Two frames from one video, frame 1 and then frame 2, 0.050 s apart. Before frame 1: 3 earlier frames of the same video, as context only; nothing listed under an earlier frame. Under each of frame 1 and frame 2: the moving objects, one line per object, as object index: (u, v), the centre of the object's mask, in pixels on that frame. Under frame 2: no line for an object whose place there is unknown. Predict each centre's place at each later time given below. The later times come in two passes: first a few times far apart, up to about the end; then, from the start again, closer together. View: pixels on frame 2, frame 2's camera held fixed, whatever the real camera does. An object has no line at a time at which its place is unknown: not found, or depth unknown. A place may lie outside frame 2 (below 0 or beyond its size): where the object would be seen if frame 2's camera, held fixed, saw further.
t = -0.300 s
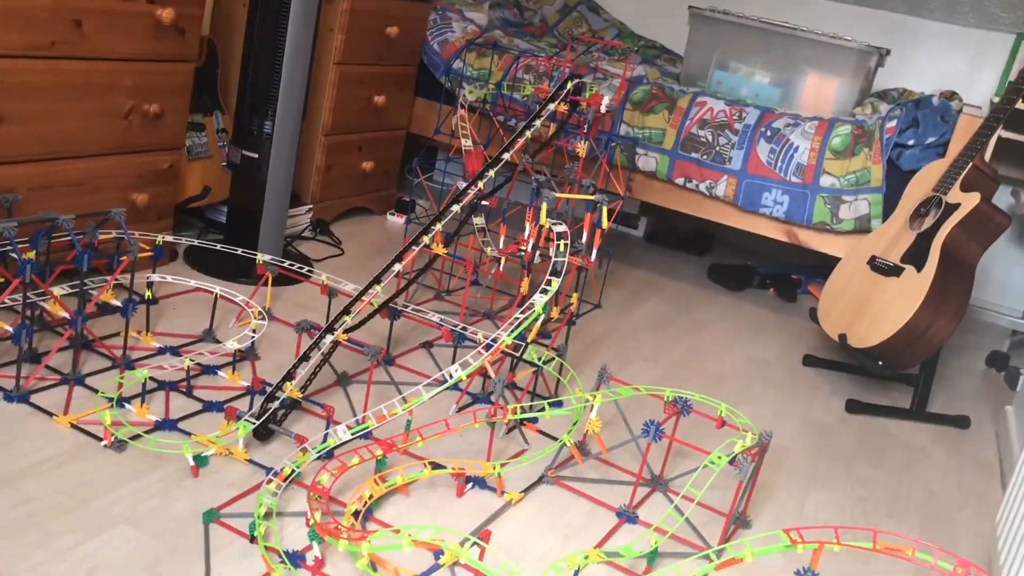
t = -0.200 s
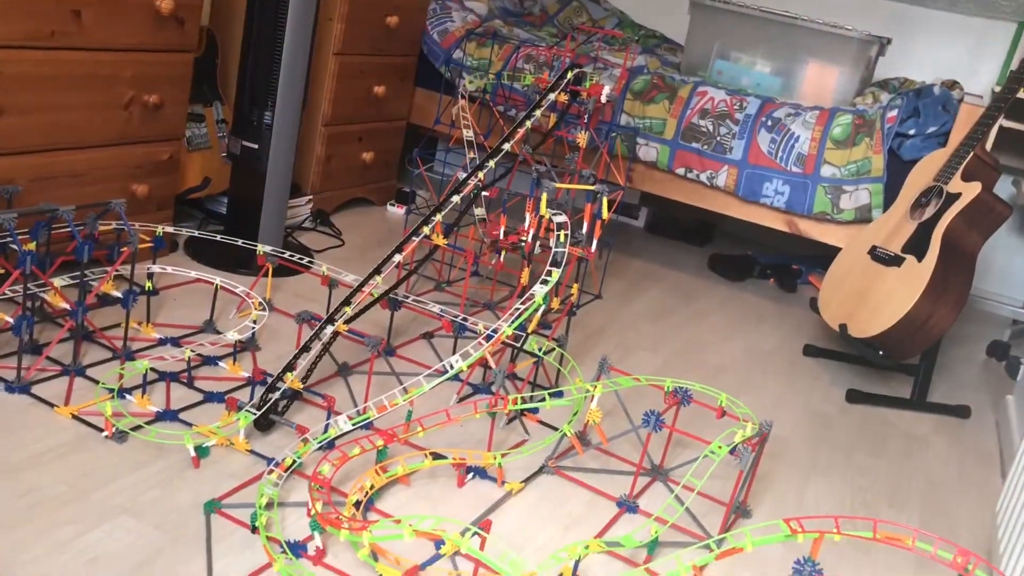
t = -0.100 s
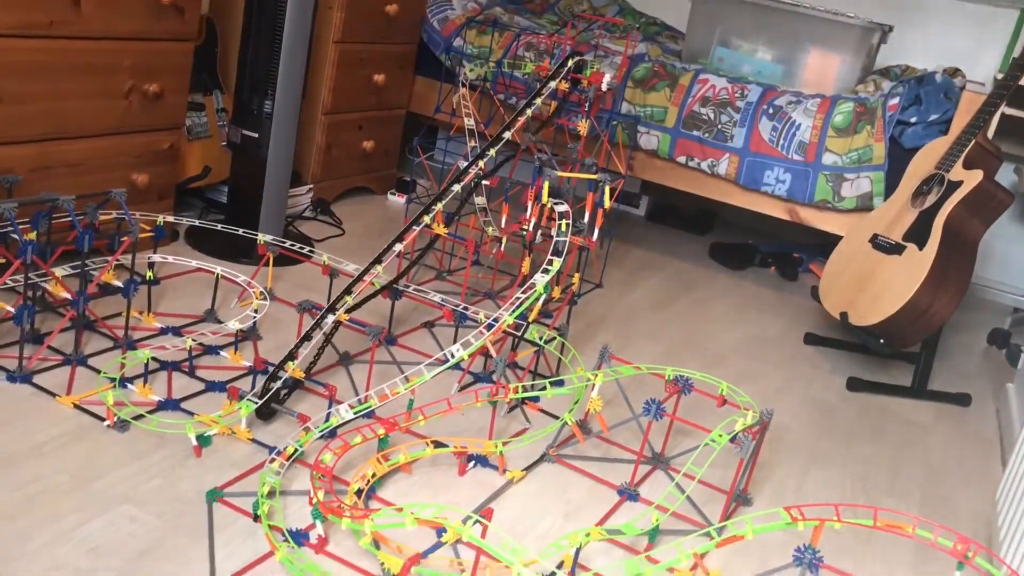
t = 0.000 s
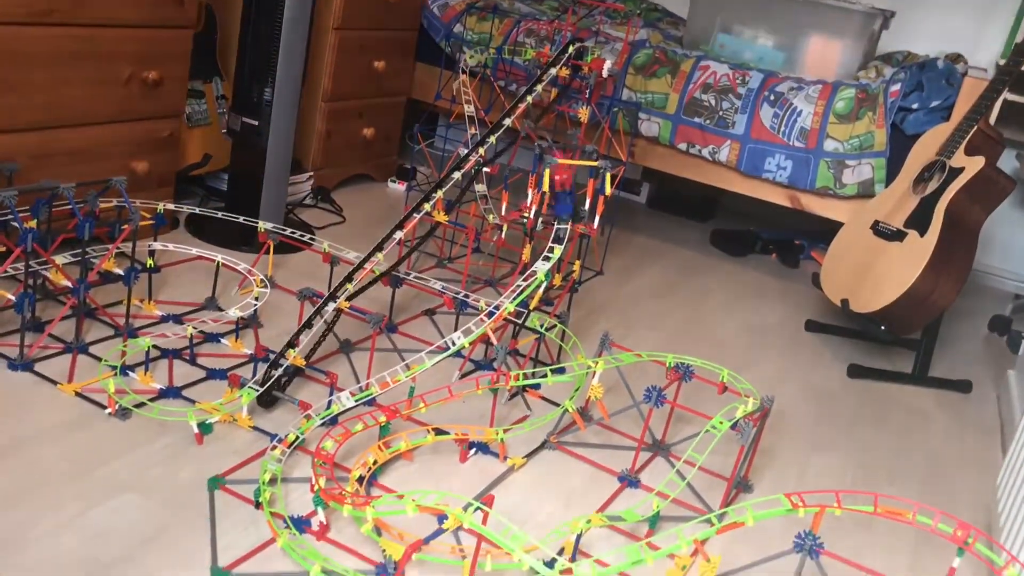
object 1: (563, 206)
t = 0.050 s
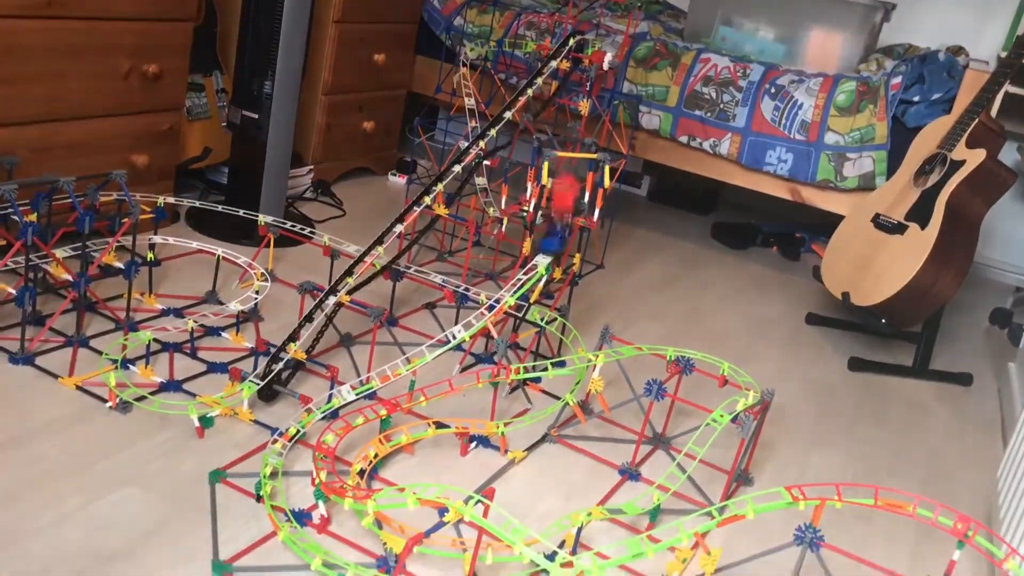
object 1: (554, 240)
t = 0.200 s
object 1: (403, 364)
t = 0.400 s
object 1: (332, 542)
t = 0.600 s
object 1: (666, 523)
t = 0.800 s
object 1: (897, 500)
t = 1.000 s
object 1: (1029, 622)
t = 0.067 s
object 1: (544, 251)
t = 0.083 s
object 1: (532, 264)
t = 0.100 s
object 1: (511, 278)
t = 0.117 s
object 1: (501, 291)
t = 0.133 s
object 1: (484, 305)
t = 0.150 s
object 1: (466, 318)
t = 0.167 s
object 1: (442, 336)
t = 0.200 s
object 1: (403, 364)
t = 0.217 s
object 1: (376, 378)
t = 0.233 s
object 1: (352, 390)
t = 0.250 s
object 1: (331, 401)
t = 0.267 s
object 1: (309, 414)
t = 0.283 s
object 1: (290, 429)
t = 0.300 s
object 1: (281, 444)
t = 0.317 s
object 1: (274, 459)
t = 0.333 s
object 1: (273, 475)
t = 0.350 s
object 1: (284, 498)
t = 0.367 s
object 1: (291, 513)
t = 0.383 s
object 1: (309, 529)
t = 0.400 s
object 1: (332, 542)
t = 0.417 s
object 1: (362, 553)
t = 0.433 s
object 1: (389, 564)
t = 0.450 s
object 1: (422, 573)
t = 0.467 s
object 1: (456, 577)
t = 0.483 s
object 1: (485, 575)
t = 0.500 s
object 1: (513, 567)
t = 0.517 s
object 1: (541, 560)
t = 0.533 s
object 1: (571, 552)
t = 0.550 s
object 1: (596, 544)
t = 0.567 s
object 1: (619, 535)
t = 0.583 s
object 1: (642, 529)
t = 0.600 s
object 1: (666, 523)
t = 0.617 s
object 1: (689, 514)
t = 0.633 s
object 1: (710, 506)
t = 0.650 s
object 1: (731, 497)
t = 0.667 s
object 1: (750, 492)
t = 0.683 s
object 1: (767, 488)
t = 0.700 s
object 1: (786, 486)
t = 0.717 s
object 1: (804, 484)
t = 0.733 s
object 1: (822, 484)
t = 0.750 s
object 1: (841, 486)
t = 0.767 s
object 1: (860, 490)
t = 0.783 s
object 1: (878, 494)
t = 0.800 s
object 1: (897, 500)
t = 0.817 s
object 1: (916, 507)
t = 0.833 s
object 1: (933, 514)
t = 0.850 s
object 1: (953, 524)
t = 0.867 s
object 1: (970, 533)
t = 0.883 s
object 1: (988, 544)
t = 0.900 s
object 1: (1002, 556)
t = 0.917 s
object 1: (1014, 568)
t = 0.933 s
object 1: (1019, 576)
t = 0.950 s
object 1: (1023, 584)
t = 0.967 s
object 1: (1027, 597)
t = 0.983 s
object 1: (1029, 611)
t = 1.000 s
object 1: (1029, 622)
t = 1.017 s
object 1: (1029, 633)
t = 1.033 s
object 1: (1027, 645)
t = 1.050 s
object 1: (1025, 652)
